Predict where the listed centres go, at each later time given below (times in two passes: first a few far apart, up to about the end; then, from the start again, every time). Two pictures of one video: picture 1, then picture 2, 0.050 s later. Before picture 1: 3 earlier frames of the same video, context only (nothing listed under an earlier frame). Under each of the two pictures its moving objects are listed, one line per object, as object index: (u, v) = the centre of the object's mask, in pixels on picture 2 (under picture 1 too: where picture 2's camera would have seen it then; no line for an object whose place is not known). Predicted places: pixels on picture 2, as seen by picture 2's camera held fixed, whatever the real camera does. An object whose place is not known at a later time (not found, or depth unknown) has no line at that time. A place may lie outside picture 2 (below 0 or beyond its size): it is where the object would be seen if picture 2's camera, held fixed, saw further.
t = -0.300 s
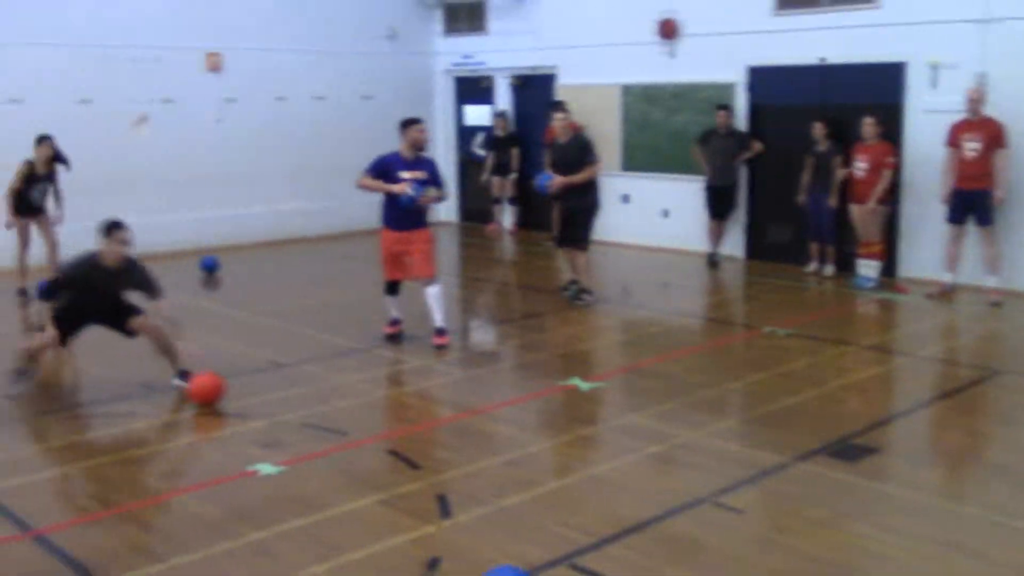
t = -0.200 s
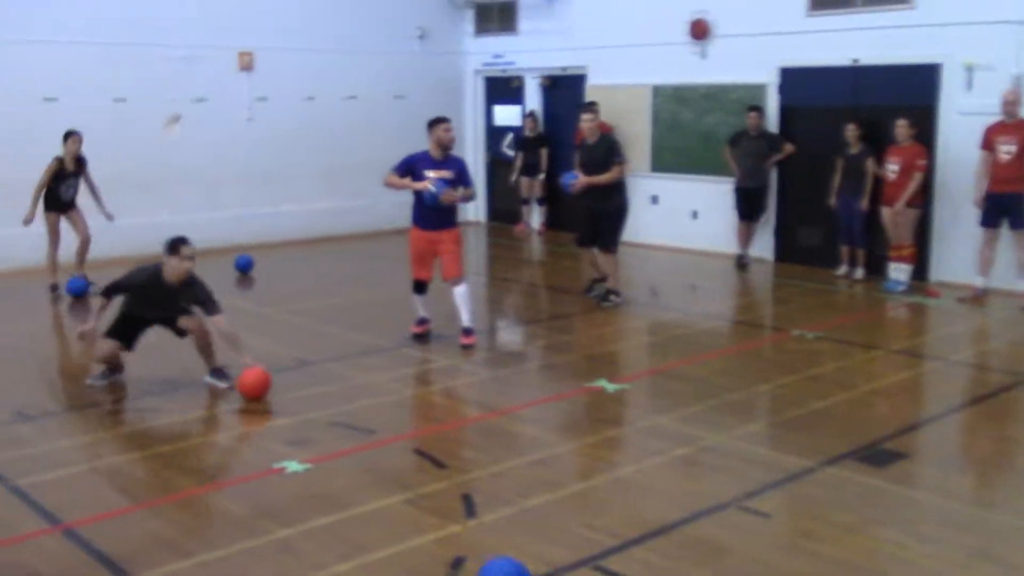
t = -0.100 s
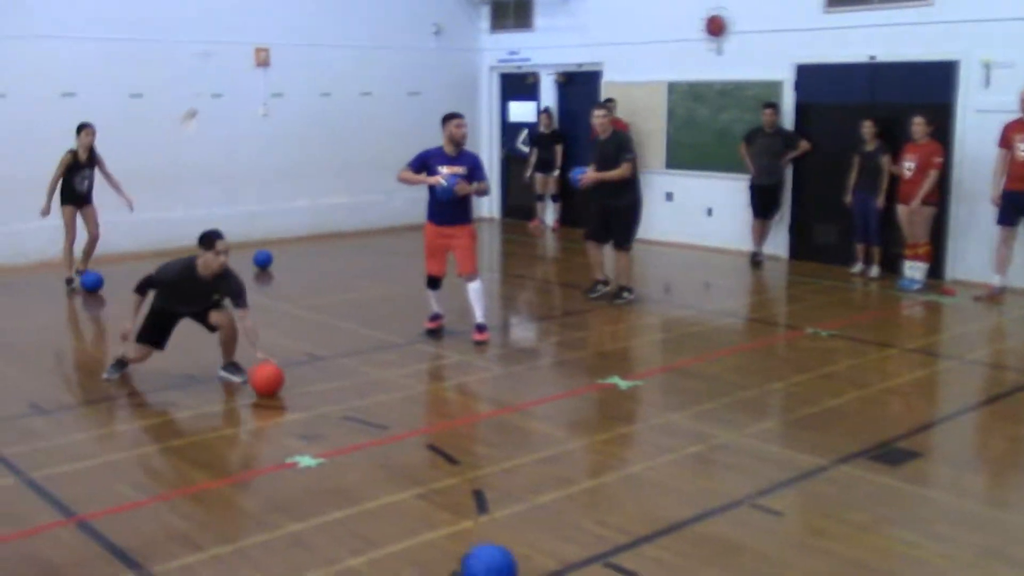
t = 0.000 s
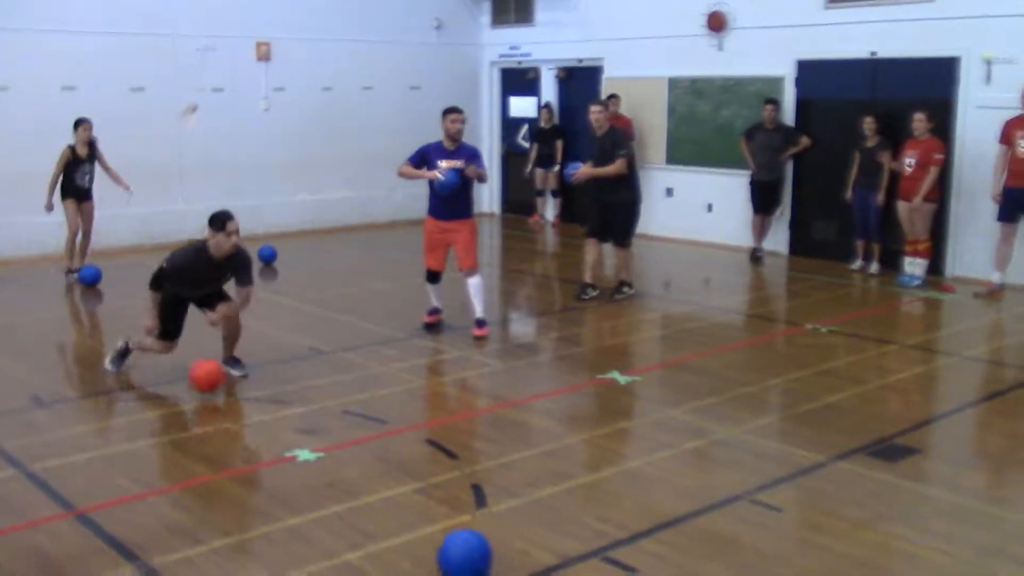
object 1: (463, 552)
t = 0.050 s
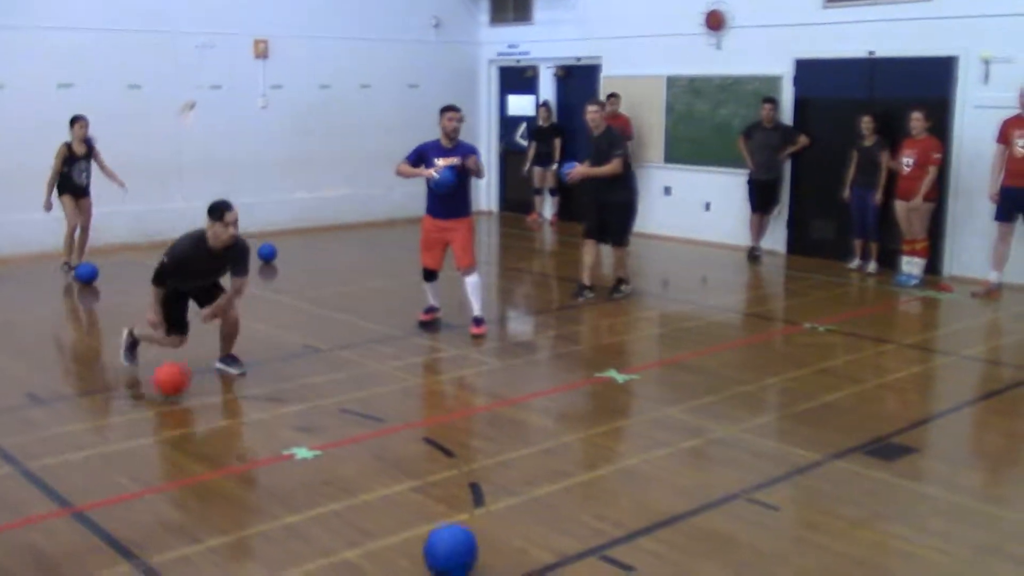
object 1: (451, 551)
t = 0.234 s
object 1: (411, 536)
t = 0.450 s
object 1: (368, 520)
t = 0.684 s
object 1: (328, 503)
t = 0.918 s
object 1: (291, 489)
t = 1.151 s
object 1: (257, 475)
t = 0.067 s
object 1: (447, 550)
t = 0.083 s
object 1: (443, 548)
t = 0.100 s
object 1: (439, 546)
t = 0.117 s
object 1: (436, 545)
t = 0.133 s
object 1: (432, 544)
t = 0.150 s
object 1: (429, 543)
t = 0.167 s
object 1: (425, 542)
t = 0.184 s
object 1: (421, 540)
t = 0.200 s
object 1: (418, 539)
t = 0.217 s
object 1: (415, 538)
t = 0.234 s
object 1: (411, 536)
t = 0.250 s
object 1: (408, 534)
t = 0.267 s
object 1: (404, 533)
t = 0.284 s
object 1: (400, 532)
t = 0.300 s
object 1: (397, 531)
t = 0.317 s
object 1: (394, 530)
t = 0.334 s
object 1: (391, 528)
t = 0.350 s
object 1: (387, 527)
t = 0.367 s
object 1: (384, 526)
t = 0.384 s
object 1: (381, 525)
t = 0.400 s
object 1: (378, 524)
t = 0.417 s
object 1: (374, 523)
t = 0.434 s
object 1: (371, 521)
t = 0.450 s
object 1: (368, 520)
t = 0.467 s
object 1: (366, 518)
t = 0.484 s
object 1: (362, 517)
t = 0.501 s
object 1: (359, 516)
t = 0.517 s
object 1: (357, 515)
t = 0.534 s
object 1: (354, 514)
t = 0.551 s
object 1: (351, 512)
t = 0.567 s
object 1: (348, 511)
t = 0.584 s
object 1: (345, 509)
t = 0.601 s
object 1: (342, 508)
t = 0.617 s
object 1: (339, 507)
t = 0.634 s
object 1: (336, 506)
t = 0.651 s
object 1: (334, 505)
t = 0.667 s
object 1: (330, 504)
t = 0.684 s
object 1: (328, 503)
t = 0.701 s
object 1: (325, 502)
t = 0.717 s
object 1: (322, 501)
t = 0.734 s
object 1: (320, 500)
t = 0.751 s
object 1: (317, 499)
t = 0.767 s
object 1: (314, 498)
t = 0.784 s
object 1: (312, 496)
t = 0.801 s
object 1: (309, 496)
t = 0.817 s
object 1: (306, 494)
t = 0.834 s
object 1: (303, 493)
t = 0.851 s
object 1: (301, 492)
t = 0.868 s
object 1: (298, 491)
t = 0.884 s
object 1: (295, 490)
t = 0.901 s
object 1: (293, 490)
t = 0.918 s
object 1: (291, 489)
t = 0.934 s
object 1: (288, 488)
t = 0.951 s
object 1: (286, 487)
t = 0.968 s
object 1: (283, 486)
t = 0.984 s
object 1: (281, 485)
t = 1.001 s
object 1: (278, 484)
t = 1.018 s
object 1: (276, 484)
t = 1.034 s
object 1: (273, 482)
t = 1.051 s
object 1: (271, 482)
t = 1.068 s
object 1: (268, 480)
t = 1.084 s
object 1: (266, 479)
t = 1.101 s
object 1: (264, 478)
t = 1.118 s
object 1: (262, 477)
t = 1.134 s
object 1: (259, 475)
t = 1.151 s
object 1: (257, 475)
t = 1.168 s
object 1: (255, 474)
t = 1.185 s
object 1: (252, 473)
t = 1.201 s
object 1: (251, 472)
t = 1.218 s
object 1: (248, 471)
